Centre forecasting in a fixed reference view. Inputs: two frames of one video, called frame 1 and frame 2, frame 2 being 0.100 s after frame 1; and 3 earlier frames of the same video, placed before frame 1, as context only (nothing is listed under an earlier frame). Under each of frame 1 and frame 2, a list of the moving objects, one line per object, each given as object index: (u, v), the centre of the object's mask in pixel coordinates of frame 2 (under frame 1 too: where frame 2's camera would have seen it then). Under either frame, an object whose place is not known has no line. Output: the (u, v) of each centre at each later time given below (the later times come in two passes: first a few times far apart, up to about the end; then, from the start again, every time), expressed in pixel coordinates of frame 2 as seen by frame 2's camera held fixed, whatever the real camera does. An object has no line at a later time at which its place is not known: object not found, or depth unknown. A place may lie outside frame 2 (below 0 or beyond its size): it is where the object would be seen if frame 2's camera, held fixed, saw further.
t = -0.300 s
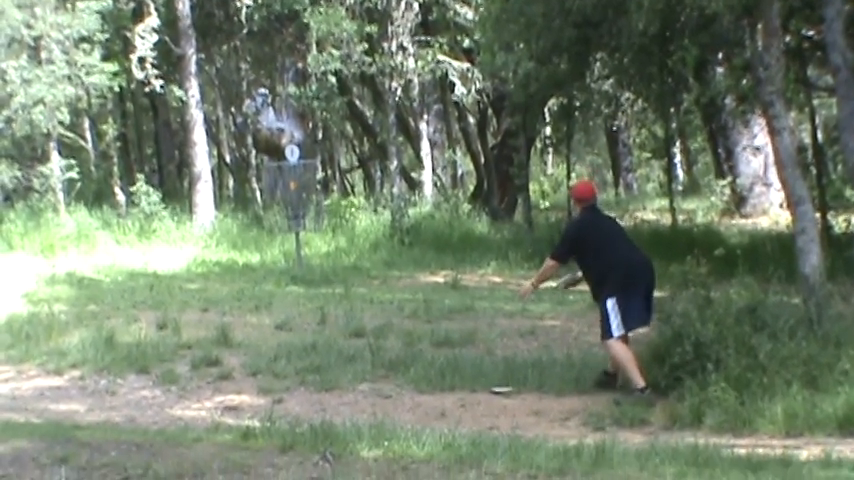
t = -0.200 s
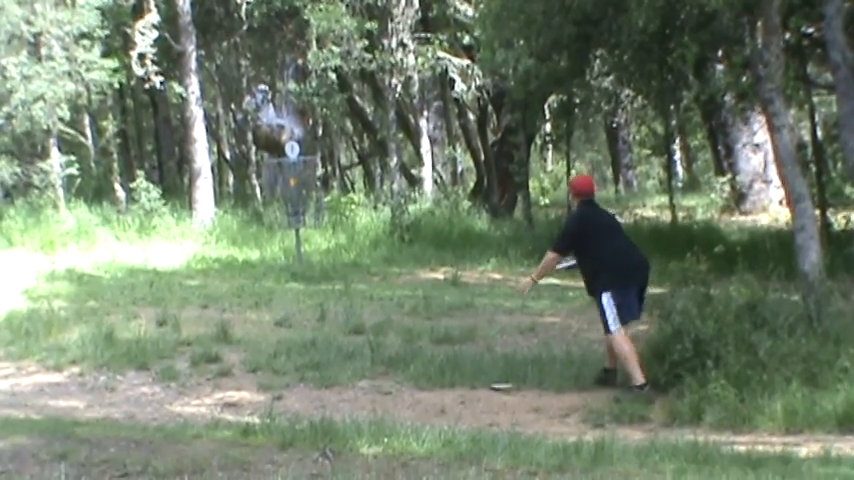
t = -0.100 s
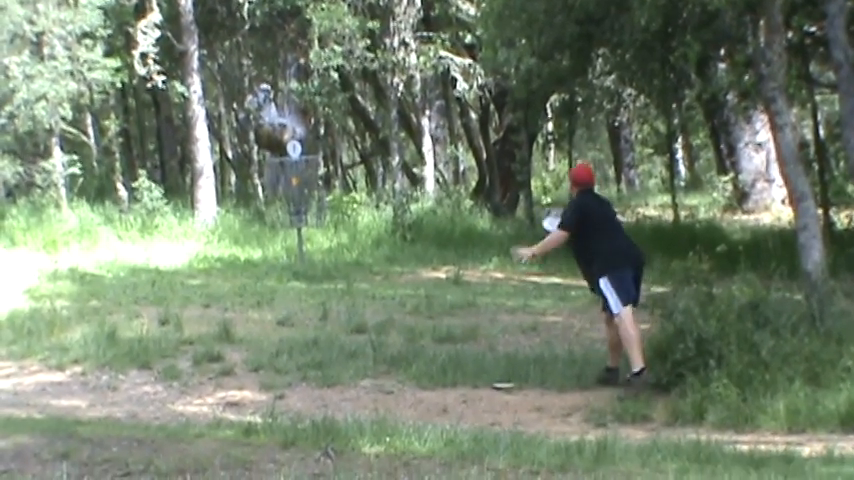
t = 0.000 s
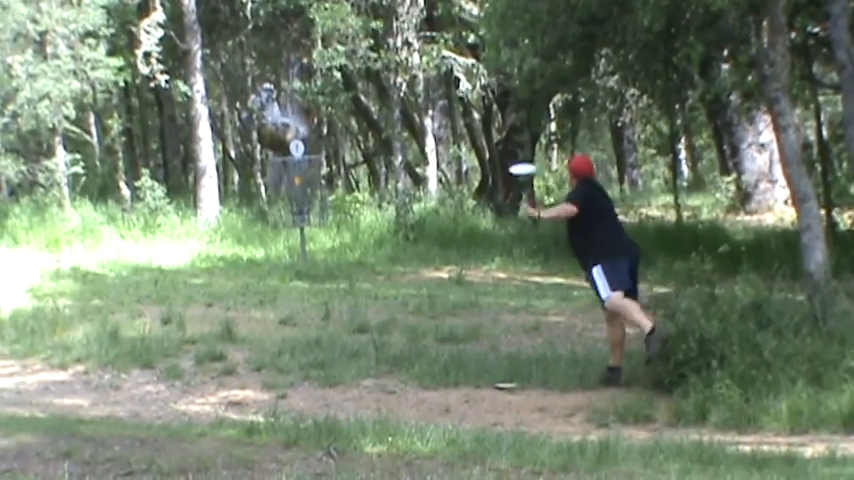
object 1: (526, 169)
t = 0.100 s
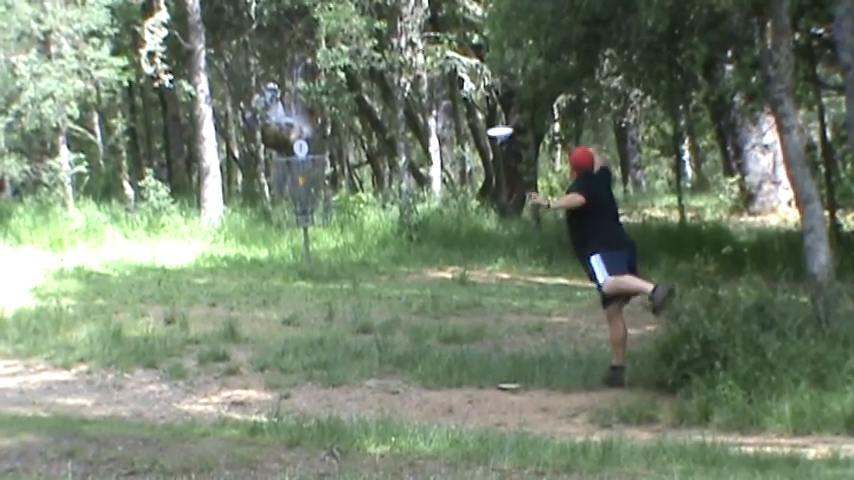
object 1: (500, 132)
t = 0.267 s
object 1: (461, 100)
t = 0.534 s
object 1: (414, 99)
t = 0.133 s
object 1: (491, 122)
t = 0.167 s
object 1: (483, 115)
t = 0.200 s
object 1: (476, 109)
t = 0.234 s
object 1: (468, 104)
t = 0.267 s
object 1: (461, 100)
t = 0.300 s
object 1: (456, 98)
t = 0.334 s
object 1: (448, 96)
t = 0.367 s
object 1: (442, 95)
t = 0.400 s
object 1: (437, 95)
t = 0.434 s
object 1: (431, 95)
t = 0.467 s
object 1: (425, 96)
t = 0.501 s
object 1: (419, 97)
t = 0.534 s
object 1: (414, 99)
